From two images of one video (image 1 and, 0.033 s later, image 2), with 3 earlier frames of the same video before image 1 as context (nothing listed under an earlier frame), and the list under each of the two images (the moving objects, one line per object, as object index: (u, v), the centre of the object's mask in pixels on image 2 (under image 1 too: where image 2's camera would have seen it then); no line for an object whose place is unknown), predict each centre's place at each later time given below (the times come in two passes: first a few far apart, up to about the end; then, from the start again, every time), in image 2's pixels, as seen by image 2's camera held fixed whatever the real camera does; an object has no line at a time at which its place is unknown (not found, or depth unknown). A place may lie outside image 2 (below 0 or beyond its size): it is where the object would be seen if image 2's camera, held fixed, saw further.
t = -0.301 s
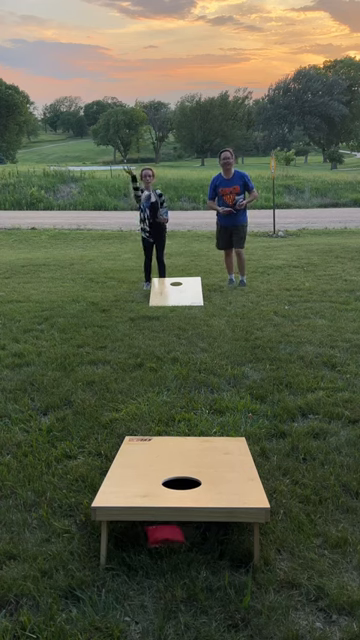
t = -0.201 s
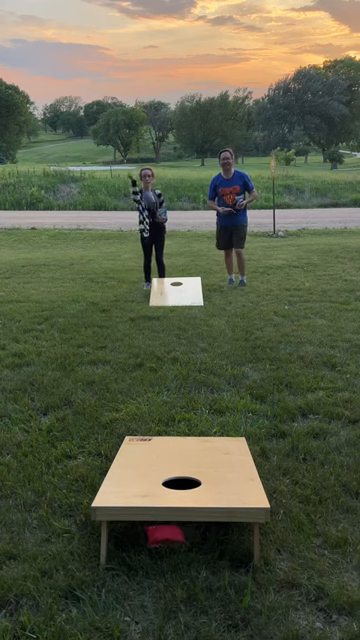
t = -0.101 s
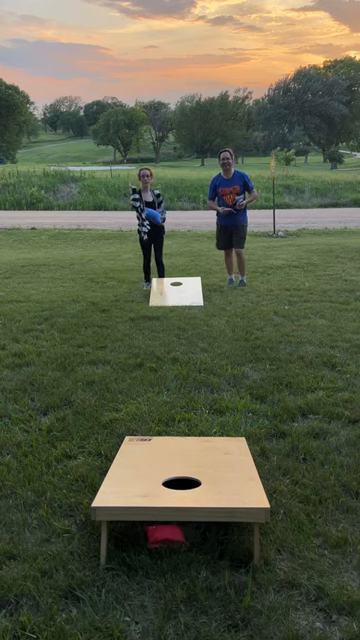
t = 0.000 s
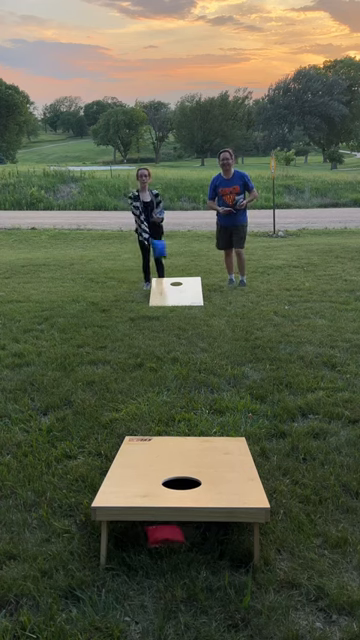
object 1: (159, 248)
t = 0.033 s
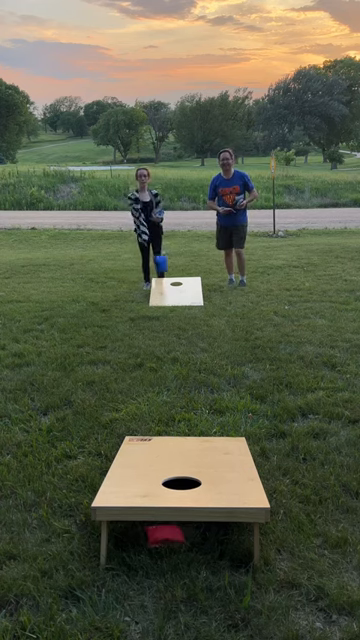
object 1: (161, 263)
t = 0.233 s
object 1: (174, 409)
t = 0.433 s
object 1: (161, 418)
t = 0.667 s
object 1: (151, 426)
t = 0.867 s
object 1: (151, 426)
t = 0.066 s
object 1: (162, 282)
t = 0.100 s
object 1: (165, 303)
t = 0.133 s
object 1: (168, 324)
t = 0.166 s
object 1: (171, 350)
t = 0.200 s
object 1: (174, 380)
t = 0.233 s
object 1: (174, 409)
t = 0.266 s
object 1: (173, 415)
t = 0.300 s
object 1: (171, 414)
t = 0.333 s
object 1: (170, 414)
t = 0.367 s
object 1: (167, 414)
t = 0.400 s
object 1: (164, 416)
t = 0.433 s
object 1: (161, 418)
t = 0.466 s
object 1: (158, 420)
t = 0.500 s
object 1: (156, 424)
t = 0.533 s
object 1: (154, 425)
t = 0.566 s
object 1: (153, 425)
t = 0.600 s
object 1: (152, 425)
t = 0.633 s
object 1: (151, 425)
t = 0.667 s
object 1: (151, 426)
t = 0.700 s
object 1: (151, 426)
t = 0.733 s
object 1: (151, 426)
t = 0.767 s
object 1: (151, 426)
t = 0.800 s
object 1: (151, 426)
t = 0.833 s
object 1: (151, 426)
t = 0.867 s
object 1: (151, 426)
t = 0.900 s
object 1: (151, 426)
